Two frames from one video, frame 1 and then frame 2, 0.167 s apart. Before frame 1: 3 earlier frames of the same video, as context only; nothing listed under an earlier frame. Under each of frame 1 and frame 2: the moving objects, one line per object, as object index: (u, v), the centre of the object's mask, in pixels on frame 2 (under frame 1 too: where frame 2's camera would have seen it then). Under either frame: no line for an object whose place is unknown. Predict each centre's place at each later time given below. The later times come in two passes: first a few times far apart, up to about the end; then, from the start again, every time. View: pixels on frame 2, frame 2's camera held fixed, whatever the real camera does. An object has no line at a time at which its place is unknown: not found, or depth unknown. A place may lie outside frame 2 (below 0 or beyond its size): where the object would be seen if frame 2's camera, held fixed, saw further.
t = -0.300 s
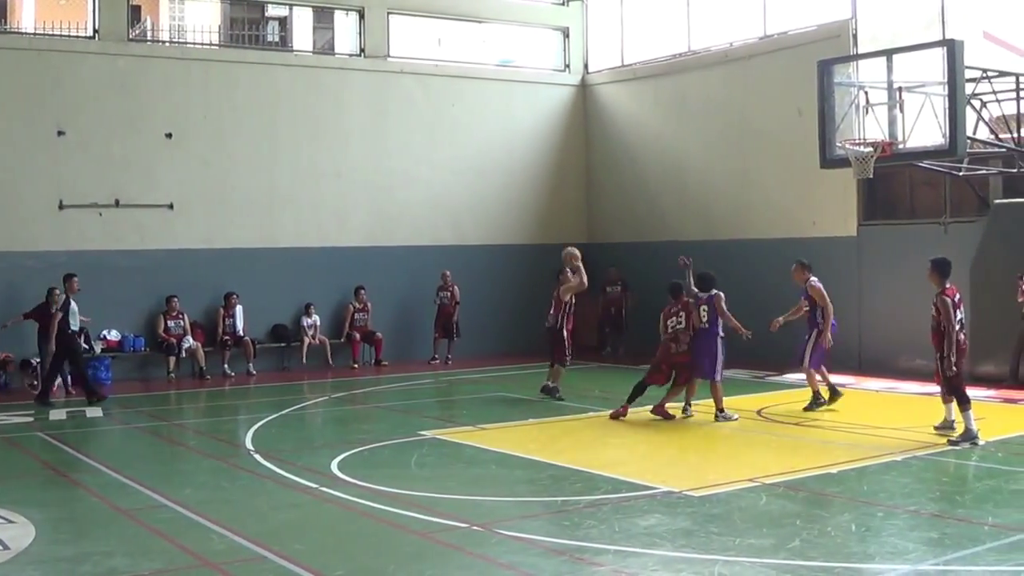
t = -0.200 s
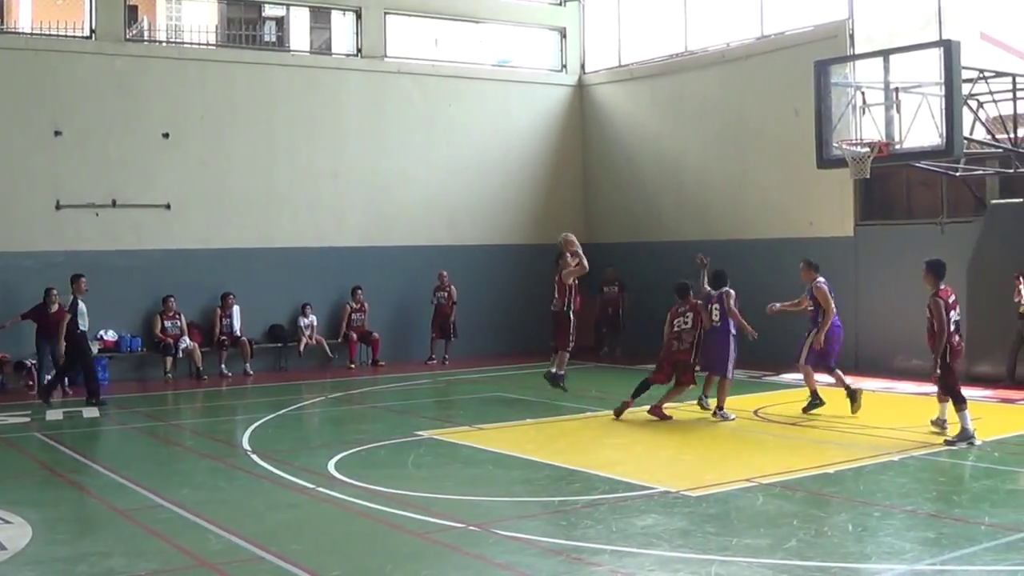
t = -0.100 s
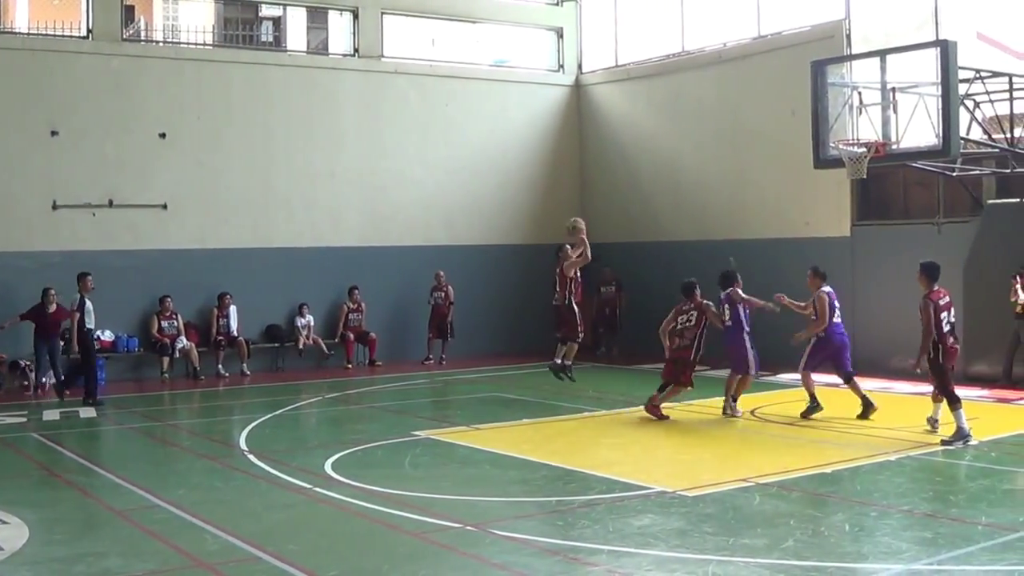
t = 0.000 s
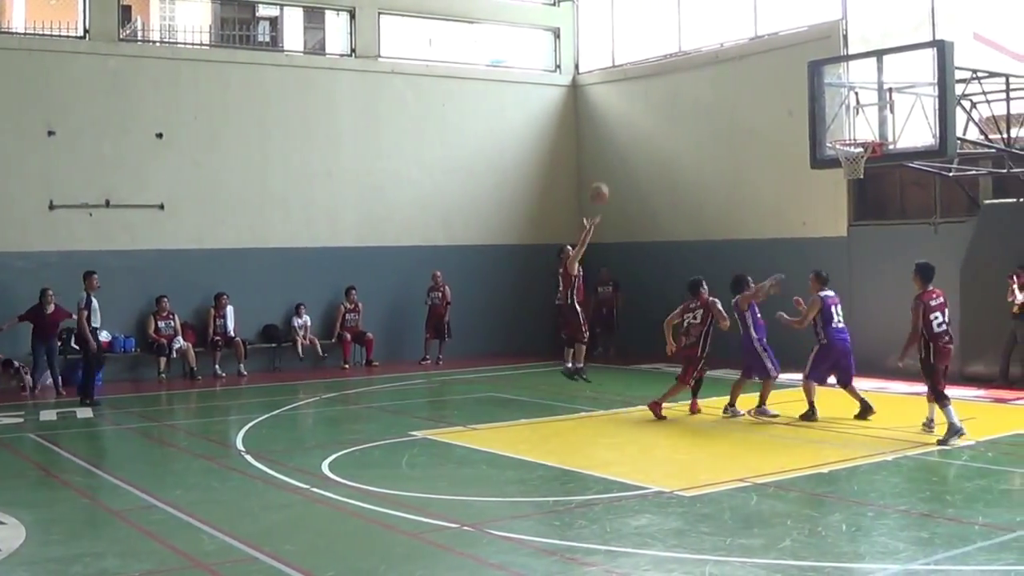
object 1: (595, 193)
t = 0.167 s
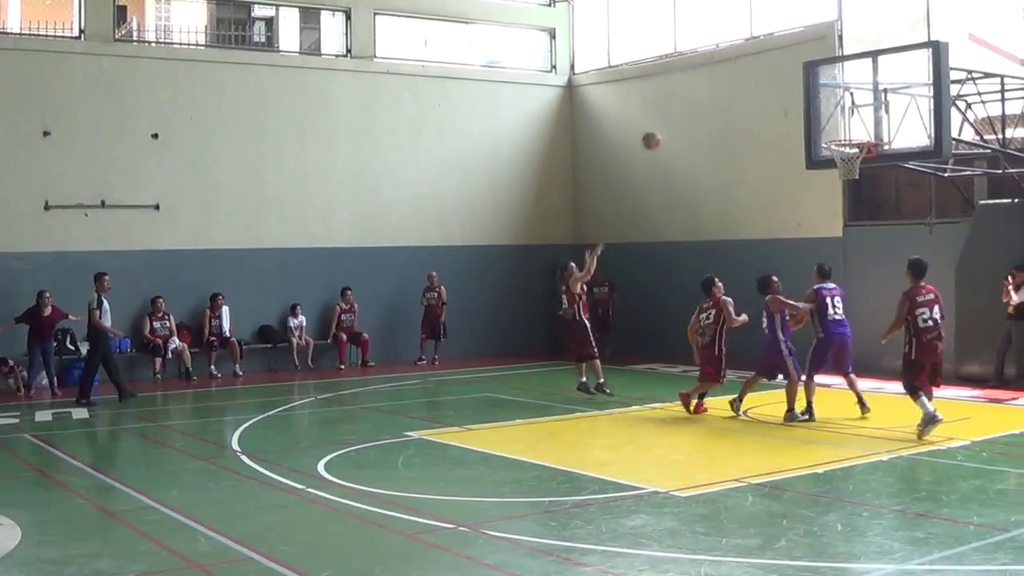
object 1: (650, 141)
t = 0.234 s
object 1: (675, 124)
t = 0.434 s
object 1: (748, 97)
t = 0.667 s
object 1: (836, 108)
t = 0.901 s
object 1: (850, 124)
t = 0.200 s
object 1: (663, 132)
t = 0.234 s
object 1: (675, 124)
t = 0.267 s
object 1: (686, 118)
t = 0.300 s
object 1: (699, 112)
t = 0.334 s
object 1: (711, 107)
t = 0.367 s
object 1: (722, 103)
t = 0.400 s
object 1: (735, 100)
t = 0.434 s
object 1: (748, 97)
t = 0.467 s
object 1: (760, 96)
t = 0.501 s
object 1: (772, 95)
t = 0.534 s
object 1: (785, 96)
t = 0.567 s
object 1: (798, 97)
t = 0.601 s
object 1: (810, 98)
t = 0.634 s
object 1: (824, 104)
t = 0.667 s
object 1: (836, 108)
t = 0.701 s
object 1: (849, 113)
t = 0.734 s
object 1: (859, 119)
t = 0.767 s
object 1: (861, 124)
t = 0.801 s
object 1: (863, 130)
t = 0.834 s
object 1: (861, 130)
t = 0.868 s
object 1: (855, 127)
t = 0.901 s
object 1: (850, 124)
